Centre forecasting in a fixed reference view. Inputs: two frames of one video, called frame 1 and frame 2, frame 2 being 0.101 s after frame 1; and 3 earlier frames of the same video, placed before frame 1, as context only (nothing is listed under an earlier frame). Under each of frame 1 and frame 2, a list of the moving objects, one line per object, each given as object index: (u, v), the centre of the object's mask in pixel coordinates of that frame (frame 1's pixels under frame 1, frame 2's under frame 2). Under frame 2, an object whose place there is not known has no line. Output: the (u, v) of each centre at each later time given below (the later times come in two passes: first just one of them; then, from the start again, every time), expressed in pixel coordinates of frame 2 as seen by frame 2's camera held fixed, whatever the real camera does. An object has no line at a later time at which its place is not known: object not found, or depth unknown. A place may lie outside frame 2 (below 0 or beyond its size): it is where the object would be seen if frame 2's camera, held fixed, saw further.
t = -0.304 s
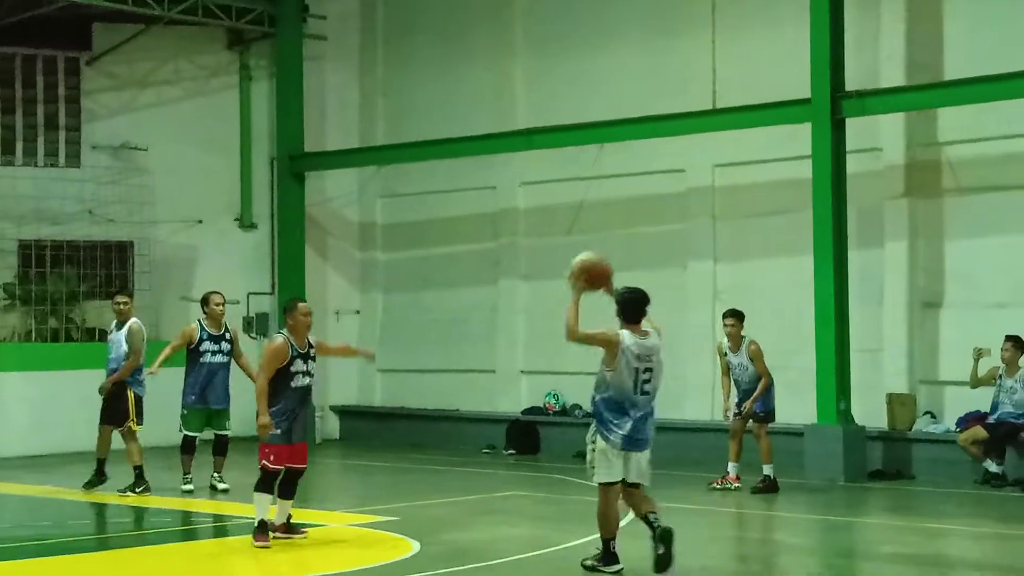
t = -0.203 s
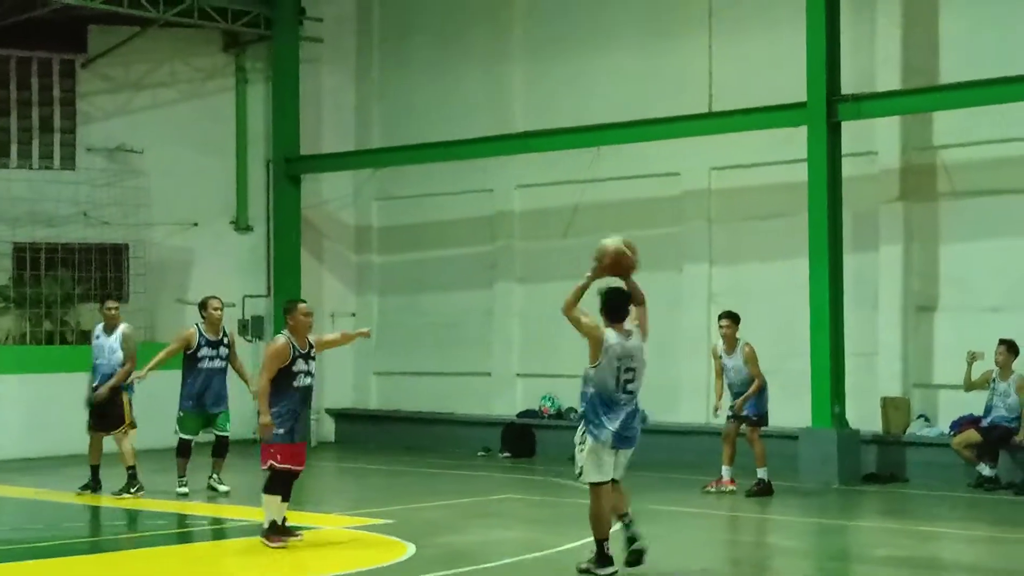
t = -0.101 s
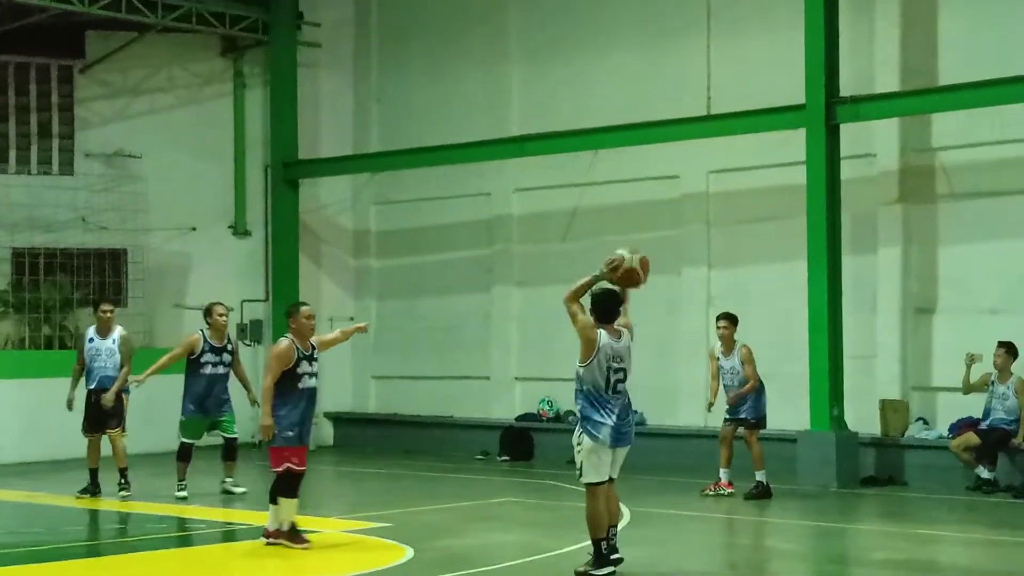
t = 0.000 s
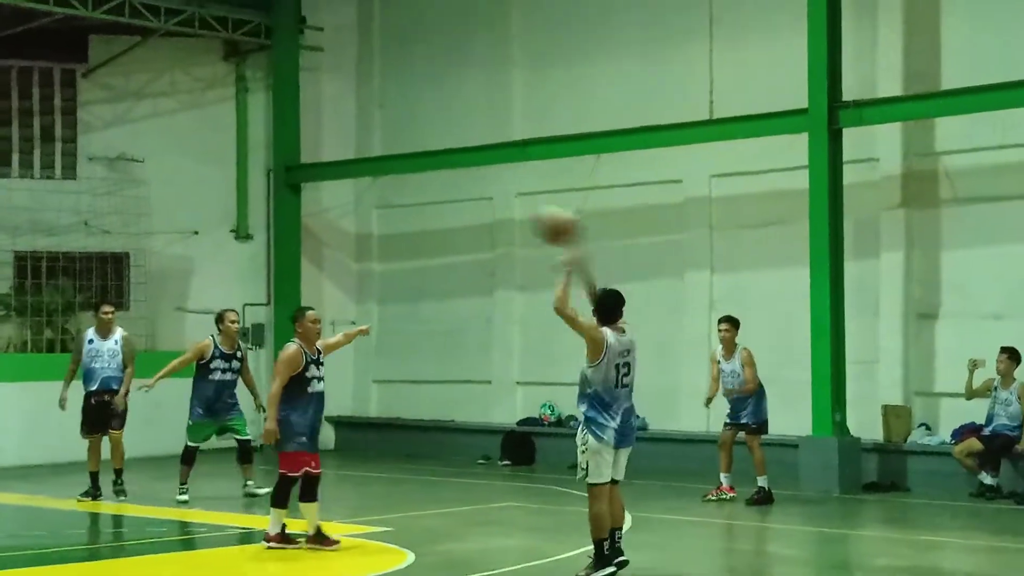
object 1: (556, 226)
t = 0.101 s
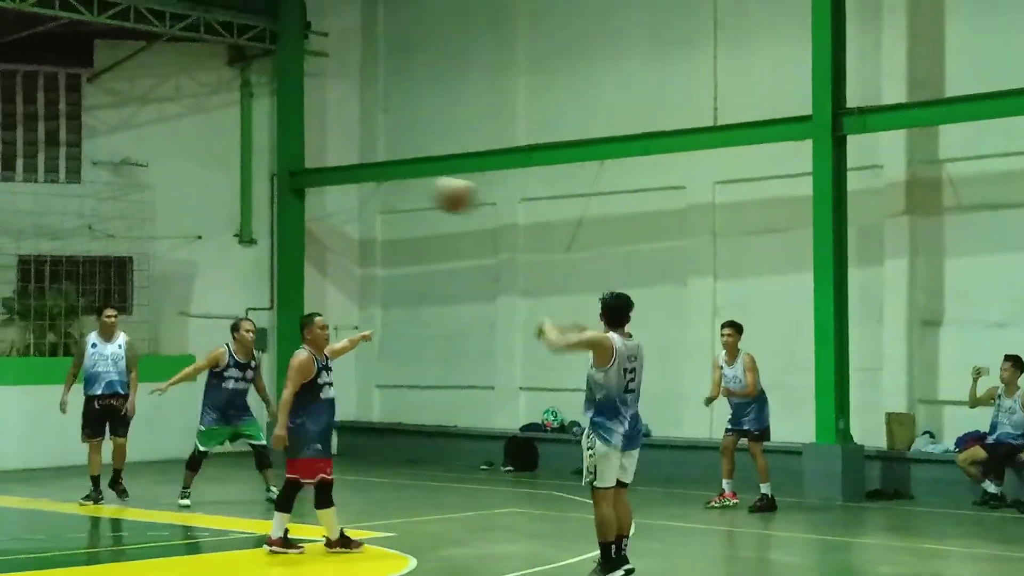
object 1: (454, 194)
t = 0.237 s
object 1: (330, 177)
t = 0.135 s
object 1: (421, 187)
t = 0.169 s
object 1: (390, 182)
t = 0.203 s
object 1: (359, 179)
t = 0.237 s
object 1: (330, 177)
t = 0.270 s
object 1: (302, 177)
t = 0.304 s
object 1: (276, 179)
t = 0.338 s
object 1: (247, 183)
